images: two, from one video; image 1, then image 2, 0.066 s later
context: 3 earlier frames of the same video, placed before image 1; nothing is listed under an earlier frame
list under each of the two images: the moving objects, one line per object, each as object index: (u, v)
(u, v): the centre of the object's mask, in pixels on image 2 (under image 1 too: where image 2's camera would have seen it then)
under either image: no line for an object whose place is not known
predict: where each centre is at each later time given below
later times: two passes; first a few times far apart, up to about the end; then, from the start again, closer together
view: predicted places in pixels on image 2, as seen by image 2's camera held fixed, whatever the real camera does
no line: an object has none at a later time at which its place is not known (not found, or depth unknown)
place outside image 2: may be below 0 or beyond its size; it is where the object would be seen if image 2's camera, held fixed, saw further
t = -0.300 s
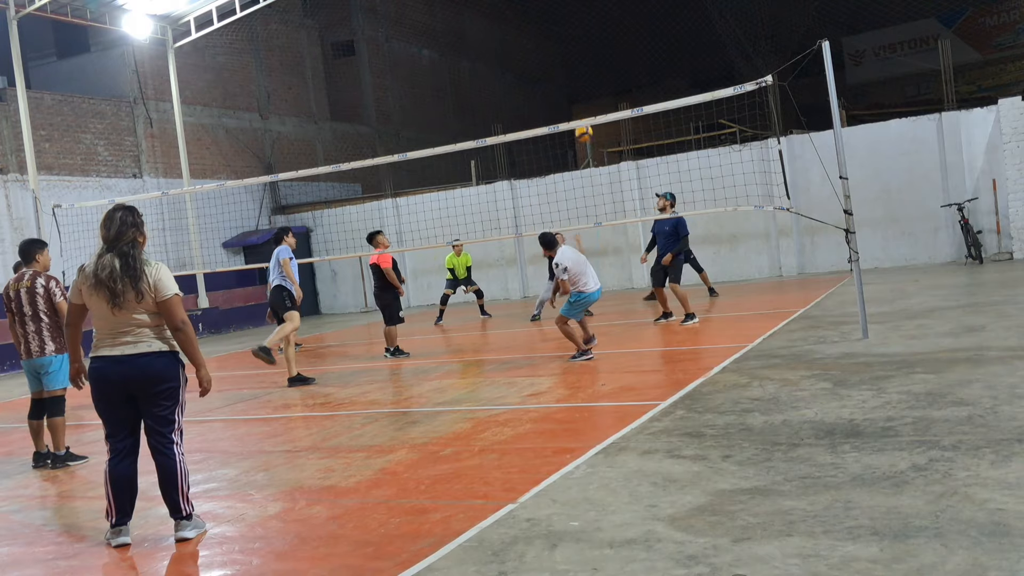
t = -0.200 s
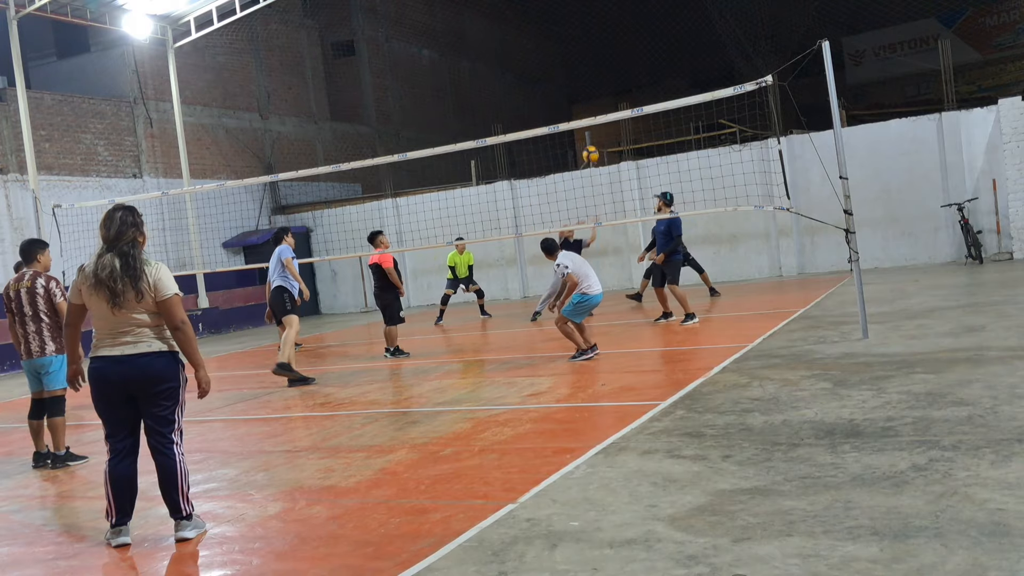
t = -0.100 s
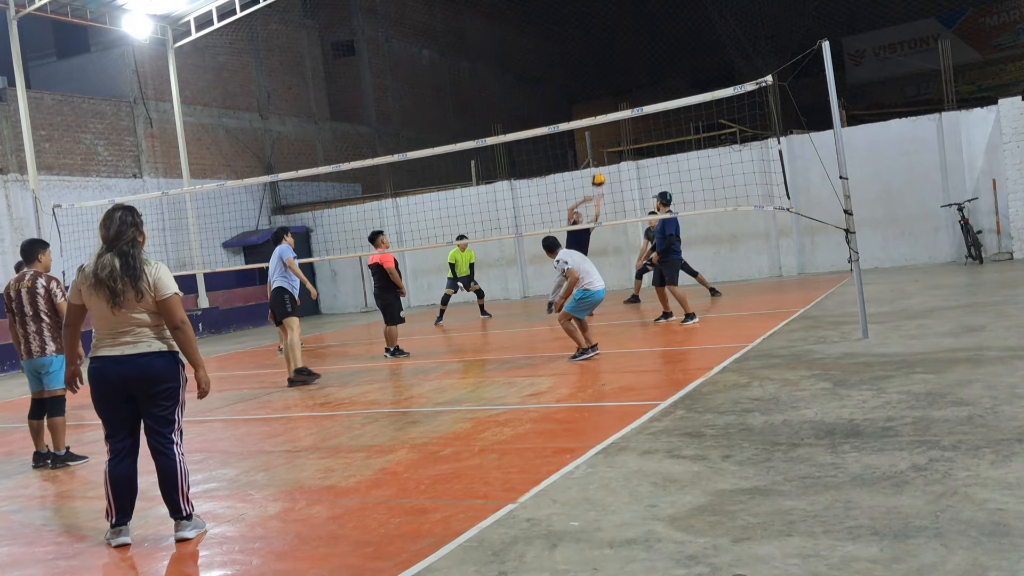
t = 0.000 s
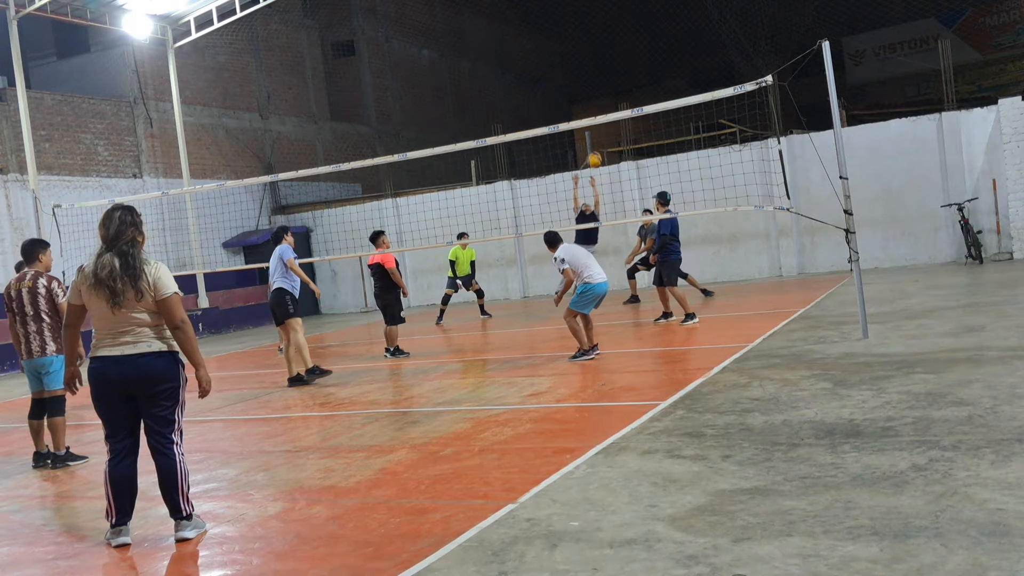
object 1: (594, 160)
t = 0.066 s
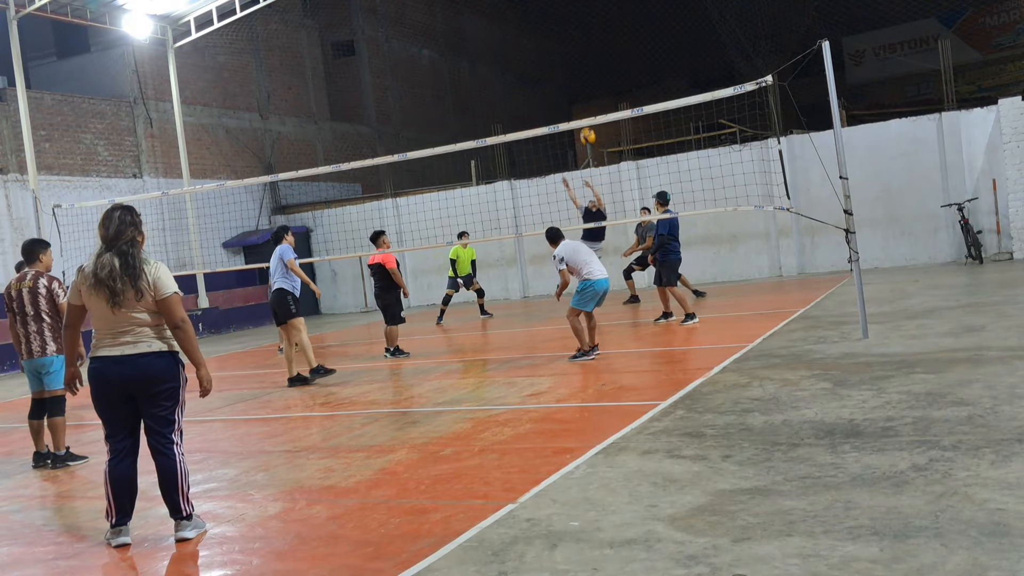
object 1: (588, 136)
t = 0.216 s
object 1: (573, 93)
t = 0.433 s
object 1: (556, 54)
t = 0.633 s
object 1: (543, 46)
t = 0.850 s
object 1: (533, 70)
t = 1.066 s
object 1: (524, 126)
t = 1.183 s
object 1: (521, 176)
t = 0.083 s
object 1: (586, 132)
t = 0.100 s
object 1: (585, 130)
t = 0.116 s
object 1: (582, 116)
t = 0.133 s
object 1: (581, 113)
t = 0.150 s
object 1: (579, 110)
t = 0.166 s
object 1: (578, 106)
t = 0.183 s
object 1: (576, 101)
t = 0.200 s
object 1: (575, 97)
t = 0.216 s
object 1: (573, 93)
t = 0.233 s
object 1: (572, 88)
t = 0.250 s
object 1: (571, 85)
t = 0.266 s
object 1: (569, 81)
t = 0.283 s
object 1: (568, 77)
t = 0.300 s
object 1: (566, 74)
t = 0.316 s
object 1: (565, 71)
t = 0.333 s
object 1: (564, 68)
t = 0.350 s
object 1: (562, 65)
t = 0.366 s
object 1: (561, 63)
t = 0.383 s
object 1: (560, 60)
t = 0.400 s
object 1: (559, 58)
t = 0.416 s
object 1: (557, 56)
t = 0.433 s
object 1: (556, 54)
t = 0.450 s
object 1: (555, 52)
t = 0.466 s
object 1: (554, 51)
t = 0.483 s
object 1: (553, 50)
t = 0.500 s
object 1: (552, 49)
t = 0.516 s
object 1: (551, 48)
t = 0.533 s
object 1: (549, 47)
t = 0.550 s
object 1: (548, 46)
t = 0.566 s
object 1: (547, 46)
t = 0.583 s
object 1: (546, 46)
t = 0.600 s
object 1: (545, 46)
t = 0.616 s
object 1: (545, 46)
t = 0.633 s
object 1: (543, 46)
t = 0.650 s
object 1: (542, 47)
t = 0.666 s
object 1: (542, 48)
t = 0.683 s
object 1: (541, 49)
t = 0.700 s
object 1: (539, 50)
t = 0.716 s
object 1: (539, 51)
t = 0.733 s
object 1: (538, 53)
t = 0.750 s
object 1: (537, 55)
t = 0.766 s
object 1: (536, 57)
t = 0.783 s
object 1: (535, 59)
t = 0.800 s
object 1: (535, 62)
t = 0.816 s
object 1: (534, 65)
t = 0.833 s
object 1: (533, 67)
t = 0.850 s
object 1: (533, 70)
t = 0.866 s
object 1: (532, 74)
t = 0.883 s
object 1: (531, 78)
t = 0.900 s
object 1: (530, 81)
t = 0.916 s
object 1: (530, 85)
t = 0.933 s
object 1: (529, 89)
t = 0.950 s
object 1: (528, 93)
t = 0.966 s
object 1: (528, 98)
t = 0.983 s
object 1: (527, 103)
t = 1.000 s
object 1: (527, 108)
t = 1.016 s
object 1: (526, 114)
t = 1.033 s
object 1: (526, 119)
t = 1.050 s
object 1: (525, 123)
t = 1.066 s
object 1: (524, 126)
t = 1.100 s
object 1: (524, 145)
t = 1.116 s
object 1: (523, 150)
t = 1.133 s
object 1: (522, 156)
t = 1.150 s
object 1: (522, 163)
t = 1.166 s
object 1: (522, 170)
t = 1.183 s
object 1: (521, 176)
